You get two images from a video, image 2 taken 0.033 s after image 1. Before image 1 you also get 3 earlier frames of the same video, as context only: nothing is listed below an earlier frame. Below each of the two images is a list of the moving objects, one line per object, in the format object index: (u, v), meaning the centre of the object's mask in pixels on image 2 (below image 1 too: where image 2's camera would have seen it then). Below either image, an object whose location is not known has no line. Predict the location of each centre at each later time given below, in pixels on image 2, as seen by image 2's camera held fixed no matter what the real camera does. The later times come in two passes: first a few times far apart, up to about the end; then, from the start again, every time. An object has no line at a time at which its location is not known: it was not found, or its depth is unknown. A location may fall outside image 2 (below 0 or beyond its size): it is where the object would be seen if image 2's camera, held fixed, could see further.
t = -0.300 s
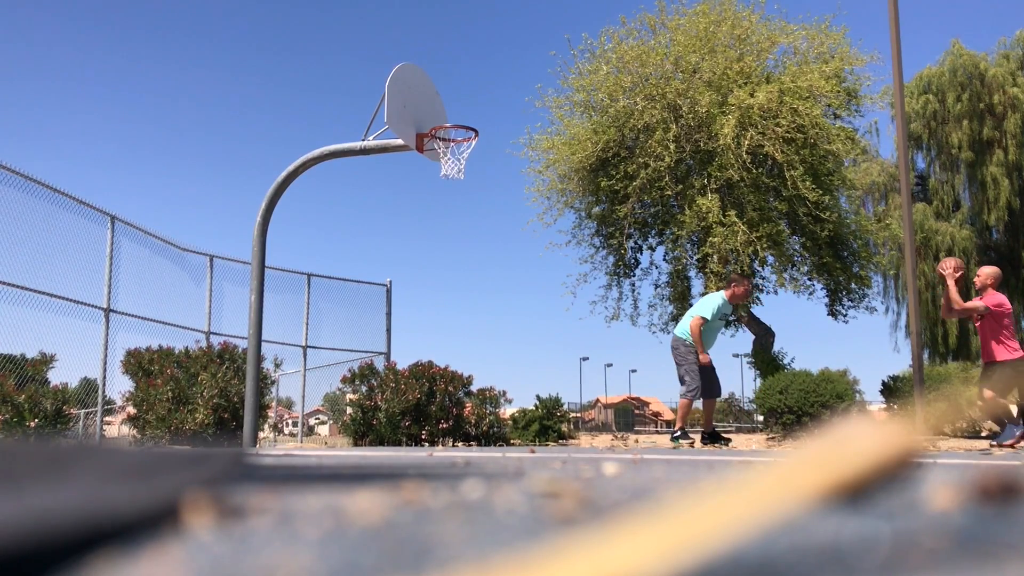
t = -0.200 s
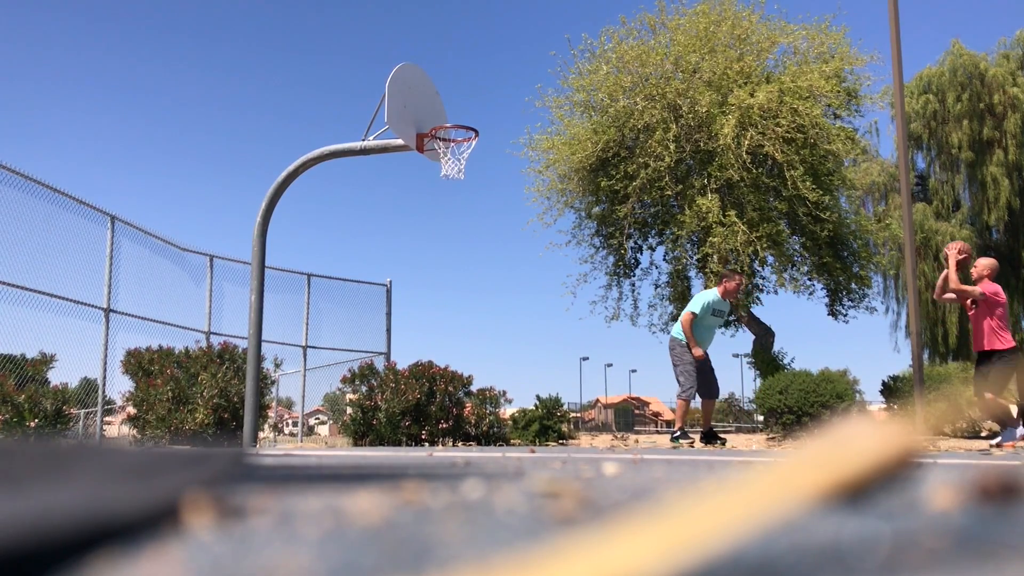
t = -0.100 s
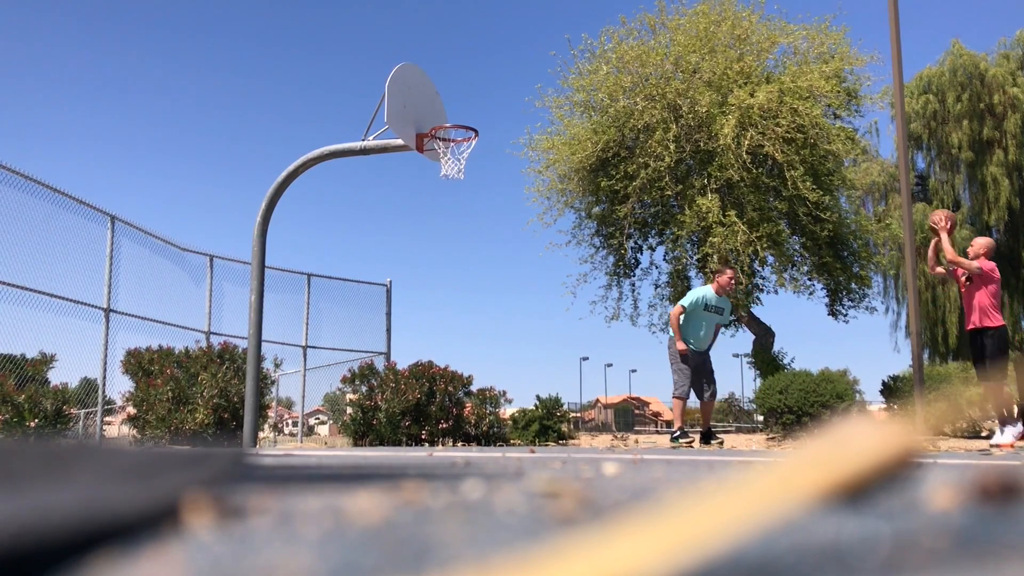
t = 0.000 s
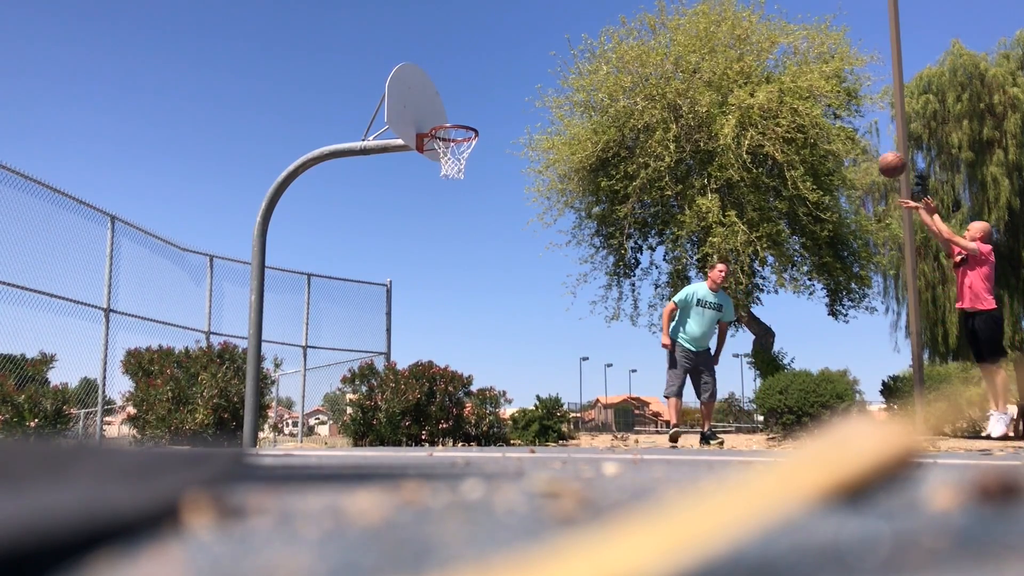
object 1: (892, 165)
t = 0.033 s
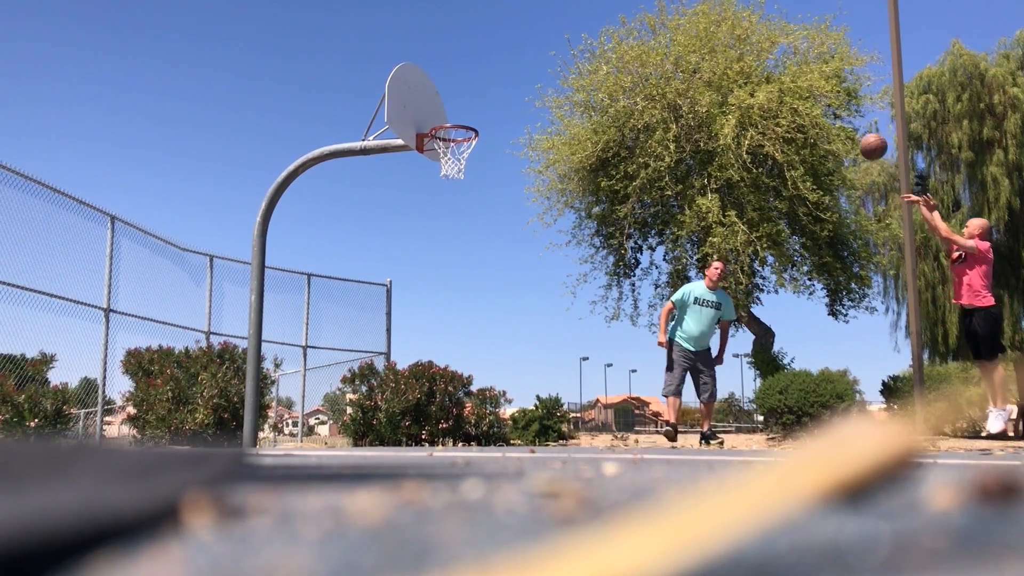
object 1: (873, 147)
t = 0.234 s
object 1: (768, 68)
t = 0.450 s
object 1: (664, 33)
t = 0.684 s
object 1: (561, 47)
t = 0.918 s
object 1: (462, 109)
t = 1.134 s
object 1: (462, 163)
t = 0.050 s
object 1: (864, 139)
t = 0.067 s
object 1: (855, 130)
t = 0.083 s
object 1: (846, 123)
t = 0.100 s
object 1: (837, 115)
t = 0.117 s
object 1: (828, 108)
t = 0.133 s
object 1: (819, 101)
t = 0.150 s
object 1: (810, 95)
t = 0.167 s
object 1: (801, 89)
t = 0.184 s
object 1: (793, 83)
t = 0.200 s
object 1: (784, 78)
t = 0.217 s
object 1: (776, 73)
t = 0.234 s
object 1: (768, 68)
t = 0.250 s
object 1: (760, 63)
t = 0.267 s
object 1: (751, 59)
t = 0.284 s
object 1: (743, 55)
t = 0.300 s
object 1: (735, 52)
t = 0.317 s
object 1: (727, 48)
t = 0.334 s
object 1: (719, 45)
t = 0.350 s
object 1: (711, 42)
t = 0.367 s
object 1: (703, 40)
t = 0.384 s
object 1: (695, 38)
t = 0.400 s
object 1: (687, 36)
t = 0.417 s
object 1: (680, 35)
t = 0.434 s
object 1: (672, 34)
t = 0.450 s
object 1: (664, 33)
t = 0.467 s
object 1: (657, 32)
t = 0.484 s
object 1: (649, 31)
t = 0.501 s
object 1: (642, 31)
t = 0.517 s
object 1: (634, 31)
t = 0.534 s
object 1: (627, 31)
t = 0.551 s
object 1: (619, 32)
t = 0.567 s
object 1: (612, 33)
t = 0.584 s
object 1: (604, 34)
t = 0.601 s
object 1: (597, 36)
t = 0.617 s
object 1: (590, 37)
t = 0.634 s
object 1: (582, 39)
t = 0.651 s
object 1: (575, 41)
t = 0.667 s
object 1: (568, 44)
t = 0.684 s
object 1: (561, 47)
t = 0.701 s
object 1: (554, 49)
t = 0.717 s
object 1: (547, 52)
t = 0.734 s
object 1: (539, 56)
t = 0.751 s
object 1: (532, 60)
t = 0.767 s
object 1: (525, 64)
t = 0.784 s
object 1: (518, 68)
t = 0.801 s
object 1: (511, 72)
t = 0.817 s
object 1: (504, 77)
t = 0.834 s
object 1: (497, 82)
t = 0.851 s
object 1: (490, 87)
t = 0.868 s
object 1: (483, 92)
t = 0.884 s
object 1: (476, 97)
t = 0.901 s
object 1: (469, 103)
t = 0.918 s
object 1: (462, 109)
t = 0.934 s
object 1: (456, 115)
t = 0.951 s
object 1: (448, 121)
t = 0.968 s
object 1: (442, 128)
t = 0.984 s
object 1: (445, 133)
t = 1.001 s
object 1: (452, 137)
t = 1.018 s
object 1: (458, 140)
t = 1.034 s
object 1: (465, 145)
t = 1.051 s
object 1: (466, 148)
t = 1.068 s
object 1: (466, 151)
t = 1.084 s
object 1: (464, 155)
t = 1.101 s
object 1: (463, 158)
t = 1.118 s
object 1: (462, 160)
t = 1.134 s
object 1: (462, 163)
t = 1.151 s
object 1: (461, 165)
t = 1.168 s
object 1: (461, 170)
